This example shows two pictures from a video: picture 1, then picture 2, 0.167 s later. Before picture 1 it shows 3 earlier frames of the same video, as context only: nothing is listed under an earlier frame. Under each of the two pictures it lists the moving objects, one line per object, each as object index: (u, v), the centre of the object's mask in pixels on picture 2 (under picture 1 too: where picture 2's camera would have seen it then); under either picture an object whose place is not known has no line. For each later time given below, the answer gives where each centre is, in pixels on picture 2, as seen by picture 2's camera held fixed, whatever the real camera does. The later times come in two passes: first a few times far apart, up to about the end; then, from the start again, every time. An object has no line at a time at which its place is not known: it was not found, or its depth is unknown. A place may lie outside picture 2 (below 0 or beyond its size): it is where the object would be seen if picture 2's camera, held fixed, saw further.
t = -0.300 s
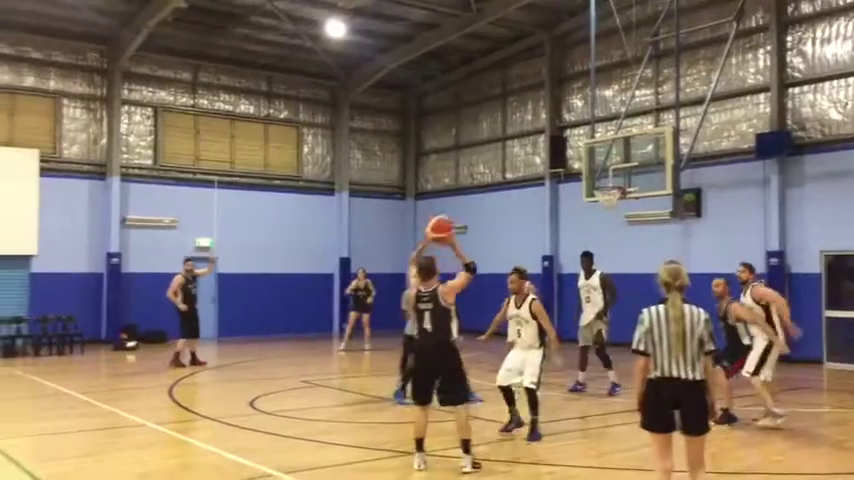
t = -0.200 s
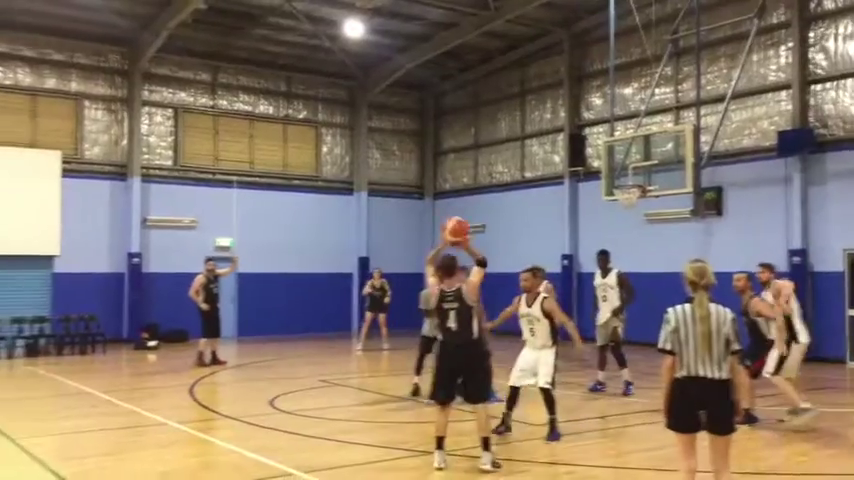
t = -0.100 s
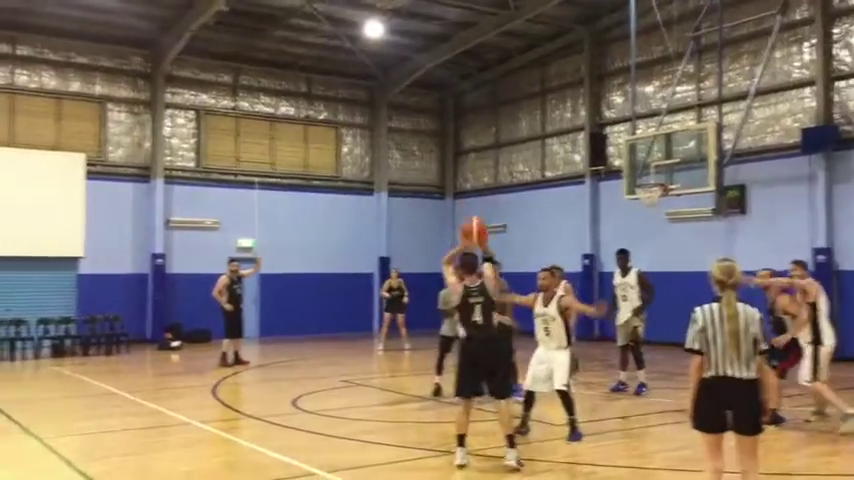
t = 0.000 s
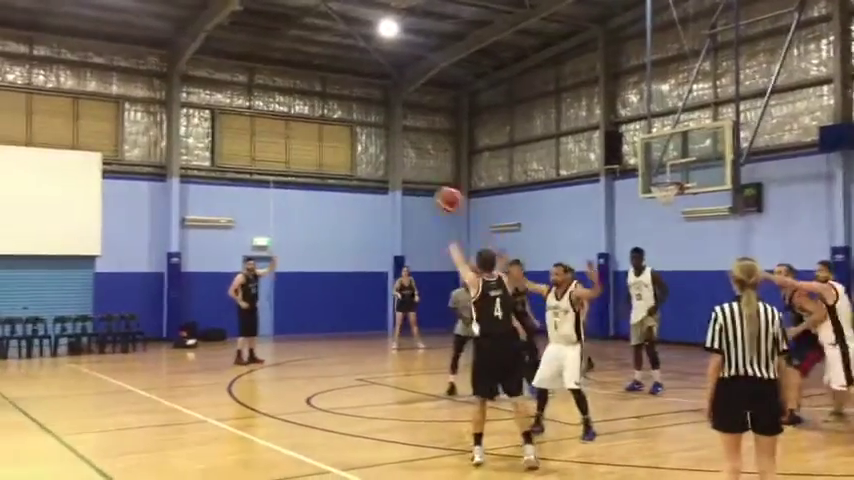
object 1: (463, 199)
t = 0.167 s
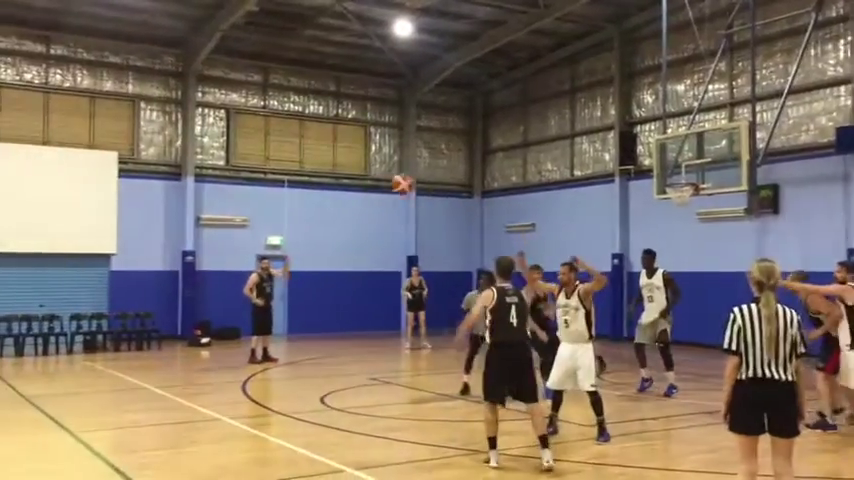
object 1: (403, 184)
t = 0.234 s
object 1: (381, 185)
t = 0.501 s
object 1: (319, 219)
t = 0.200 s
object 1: (391, 185)
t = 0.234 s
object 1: (381, 185)
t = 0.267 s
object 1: (372, 187)
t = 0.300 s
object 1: (363, 190)
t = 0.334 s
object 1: (355, 193)
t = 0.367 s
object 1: (347, 197)
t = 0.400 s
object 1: (340, 202)
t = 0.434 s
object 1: (332, 208)
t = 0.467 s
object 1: (325, 213)
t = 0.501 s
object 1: (319, 219)
